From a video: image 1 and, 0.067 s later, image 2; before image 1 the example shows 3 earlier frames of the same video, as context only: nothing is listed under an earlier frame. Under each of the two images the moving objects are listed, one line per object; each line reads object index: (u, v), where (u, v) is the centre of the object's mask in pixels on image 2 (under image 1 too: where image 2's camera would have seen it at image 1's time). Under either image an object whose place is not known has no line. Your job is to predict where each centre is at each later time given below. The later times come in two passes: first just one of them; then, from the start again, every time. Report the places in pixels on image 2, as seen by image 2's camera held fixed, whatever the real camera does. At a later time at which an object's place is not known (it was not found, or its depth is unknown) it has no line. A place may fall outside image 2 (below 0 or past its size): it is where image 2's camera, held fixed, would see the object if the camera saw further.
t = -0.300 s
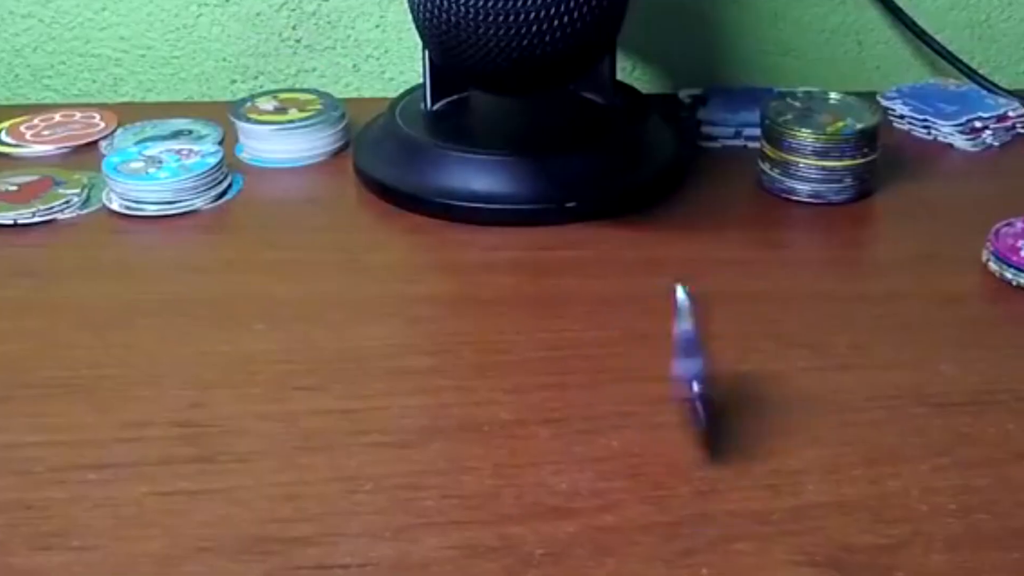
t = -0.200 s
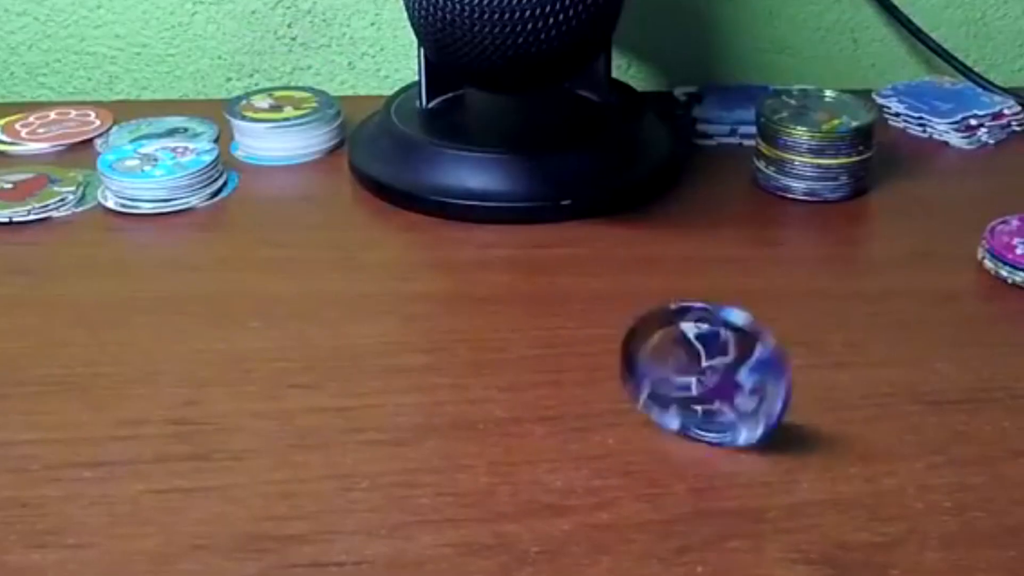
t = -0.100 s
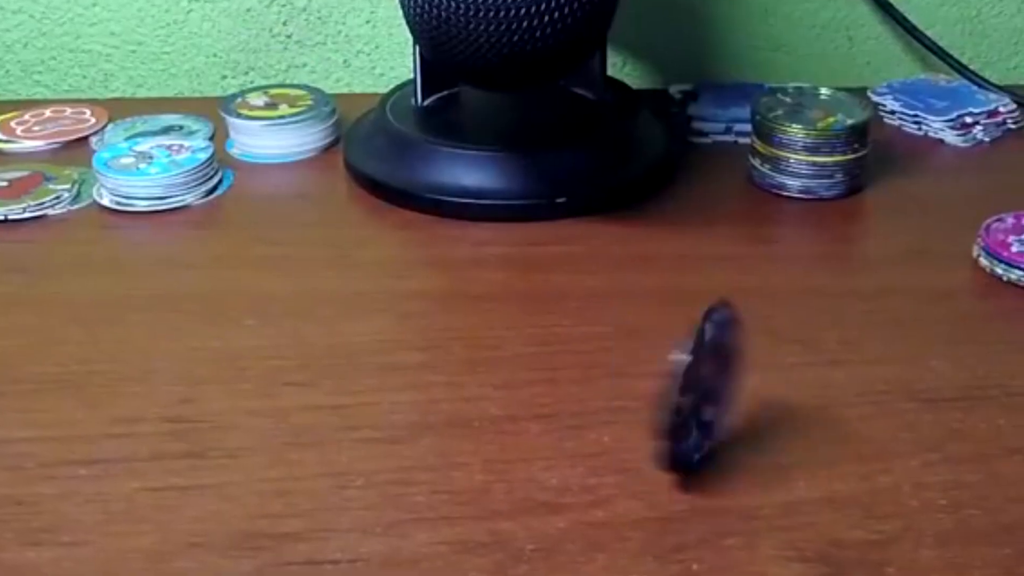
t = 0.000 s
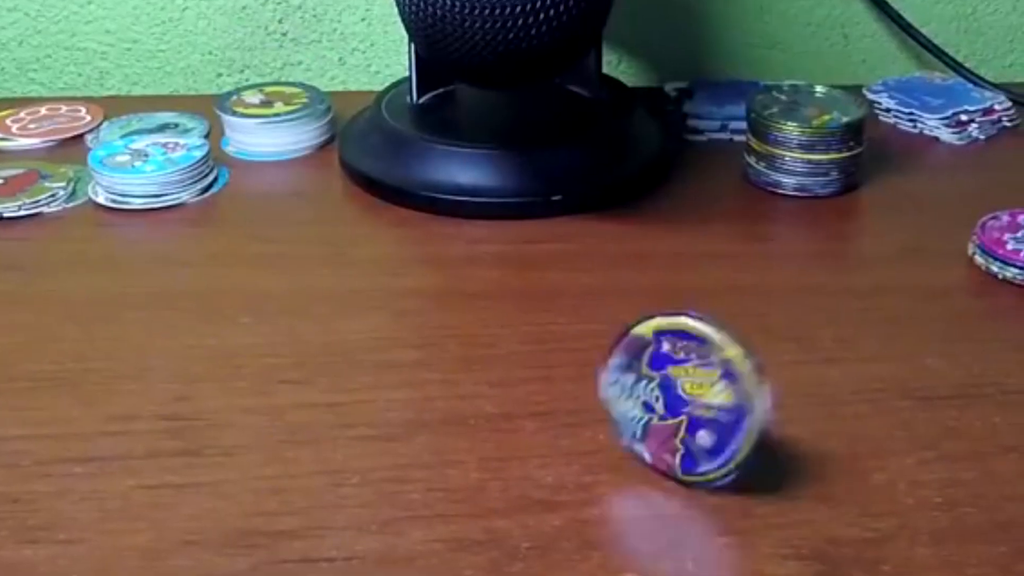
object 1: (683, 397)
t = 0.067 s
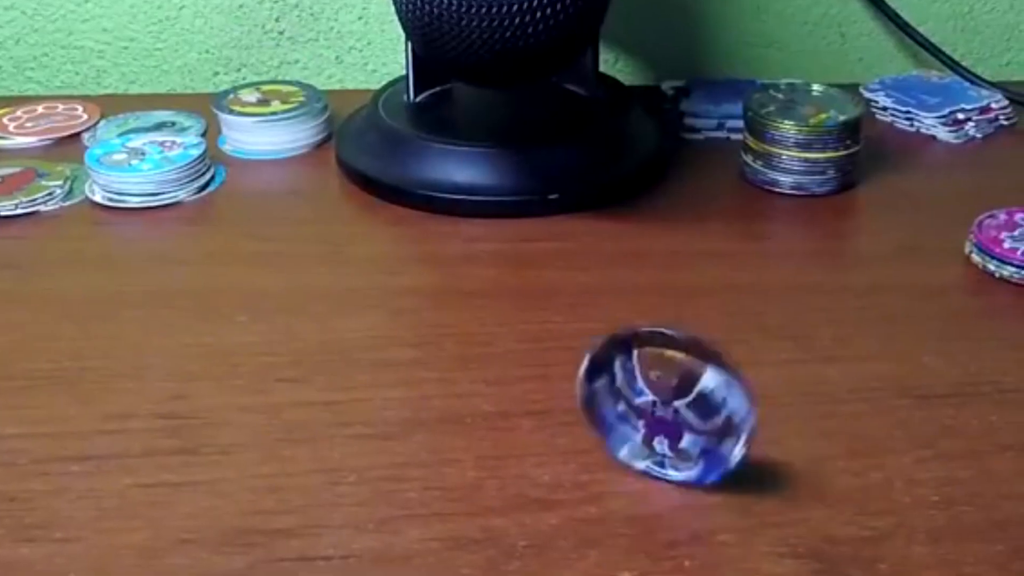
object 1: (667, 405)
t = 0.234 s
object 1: (619, 411)
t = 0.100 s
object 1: (650, 416)
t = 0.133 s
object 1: (652, 409)
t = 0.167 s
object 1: (640, 415)
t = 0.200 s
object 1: (632, 411)
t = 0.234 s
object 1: (619, 411)
